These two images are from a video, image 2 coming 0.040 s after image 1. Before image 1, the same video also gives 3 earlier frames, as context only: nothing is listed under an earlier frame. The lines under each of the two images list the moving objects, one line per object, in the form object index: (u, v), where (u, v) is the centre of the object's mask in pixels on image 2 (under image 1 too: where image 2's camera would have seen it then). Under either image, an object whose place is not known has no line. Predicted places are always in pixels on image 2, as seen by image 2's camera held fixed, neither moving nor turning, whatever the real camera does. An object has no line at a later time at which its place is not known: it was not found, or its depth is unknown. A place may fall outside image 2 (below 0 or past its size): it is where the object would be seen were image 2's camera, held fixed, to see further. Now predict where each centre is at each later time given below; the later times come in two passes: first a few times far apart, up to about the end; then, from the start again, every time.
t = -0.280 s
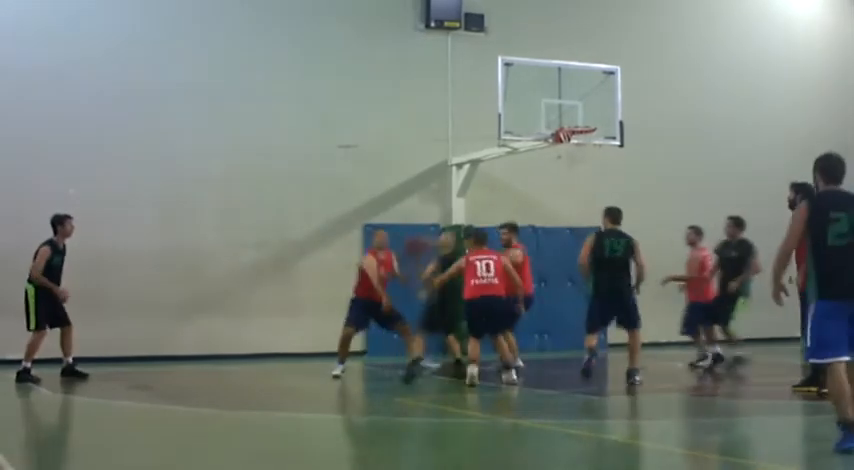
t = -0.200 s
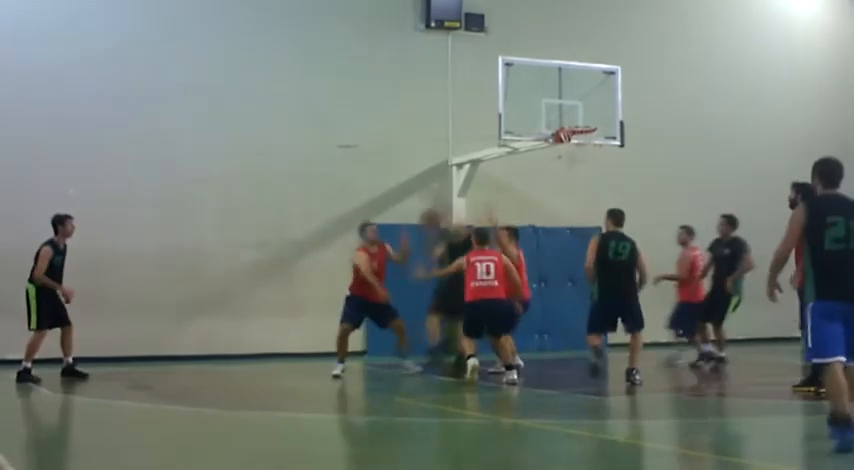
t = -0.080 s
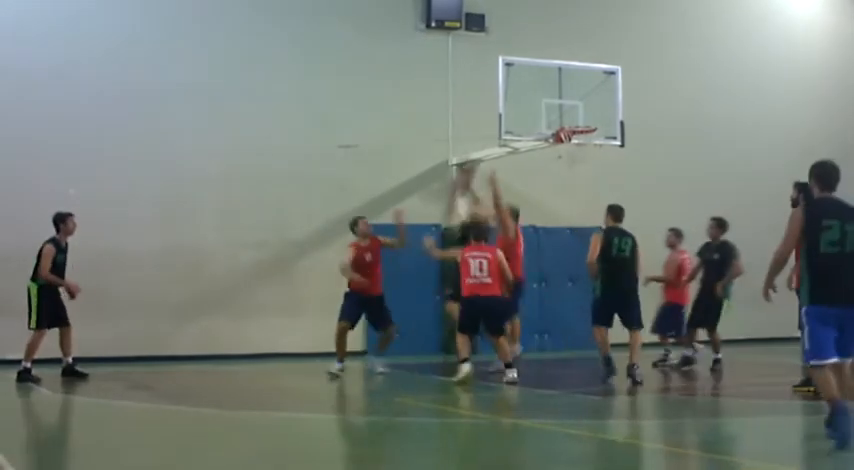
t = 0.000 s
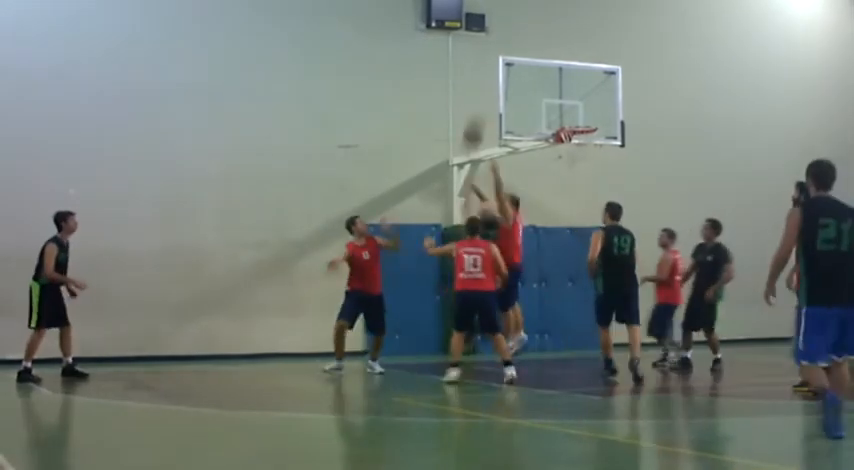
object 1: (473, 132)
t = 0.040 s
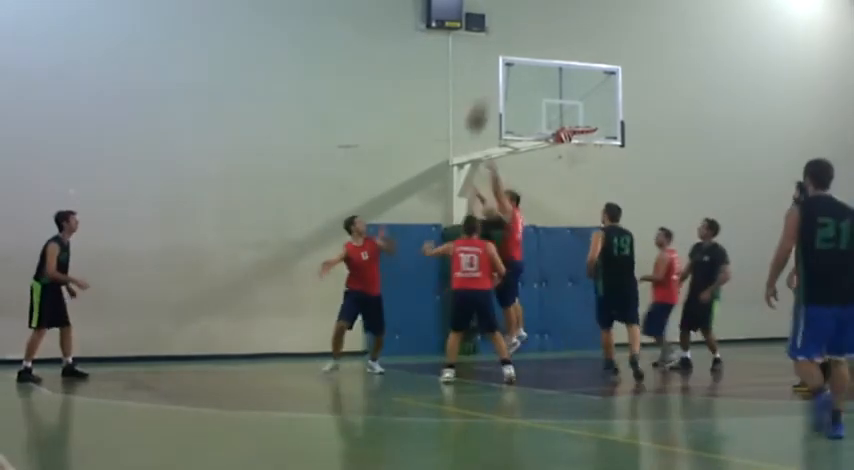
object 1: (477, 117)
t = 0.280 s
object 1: (503, 47)
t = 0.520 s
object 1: (525, 28)
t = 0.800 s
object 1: (552, 60)
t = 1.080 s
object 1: (587, 117)
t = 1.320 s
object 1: (569, 102)
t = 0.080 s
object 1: (482, 101)
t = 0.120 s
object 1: (486, 86)
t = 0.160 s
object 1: (490, 75)
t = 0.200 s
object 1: (493, 65)
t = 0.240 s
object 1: (498, 56)
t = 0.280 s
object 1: (503, 47)
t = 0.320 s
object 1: (507, 41)
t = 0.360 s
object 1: (511, 36)
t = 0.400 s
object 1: (515, 32)
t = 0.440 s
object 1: (518, 30)
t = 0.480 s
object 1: (522, 28)
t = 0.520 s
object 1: (525, 28)
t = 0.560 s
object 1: (528, 29)
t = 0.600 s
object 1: (534, 32)
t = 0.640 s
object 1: (537, 35)
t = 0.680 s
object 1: (541, 40)
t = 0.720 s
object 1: (544, 46)
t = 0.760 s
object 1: (548, 52)
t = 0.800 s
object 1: (552, 60)
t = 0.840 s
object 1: (555, 70)
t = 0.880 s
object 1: (560, 80)
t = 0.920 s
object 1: (566, 88)
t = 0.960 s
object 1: (573, 97)
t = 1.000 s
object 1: (578, 105)
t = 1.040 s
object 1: (585, 116)
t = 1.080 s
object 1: (587, 117)
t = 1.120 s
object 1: (584, 113)
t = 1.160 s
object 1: (581, 108)
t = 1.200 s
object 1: (578, 105)
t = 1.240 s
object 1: (575, 103)
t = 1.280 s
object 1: (572, 102)
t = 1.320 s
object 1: (569, 102)
